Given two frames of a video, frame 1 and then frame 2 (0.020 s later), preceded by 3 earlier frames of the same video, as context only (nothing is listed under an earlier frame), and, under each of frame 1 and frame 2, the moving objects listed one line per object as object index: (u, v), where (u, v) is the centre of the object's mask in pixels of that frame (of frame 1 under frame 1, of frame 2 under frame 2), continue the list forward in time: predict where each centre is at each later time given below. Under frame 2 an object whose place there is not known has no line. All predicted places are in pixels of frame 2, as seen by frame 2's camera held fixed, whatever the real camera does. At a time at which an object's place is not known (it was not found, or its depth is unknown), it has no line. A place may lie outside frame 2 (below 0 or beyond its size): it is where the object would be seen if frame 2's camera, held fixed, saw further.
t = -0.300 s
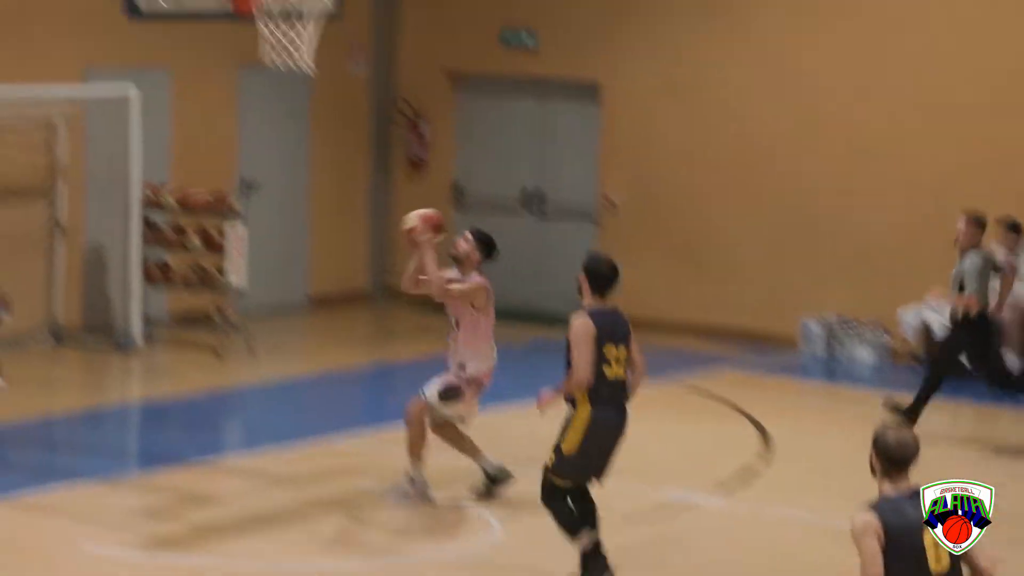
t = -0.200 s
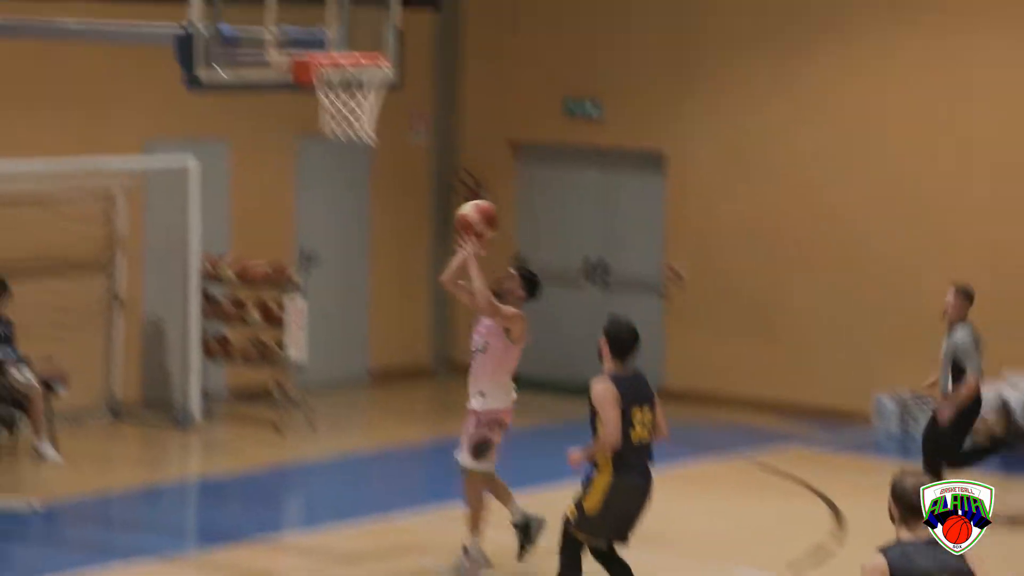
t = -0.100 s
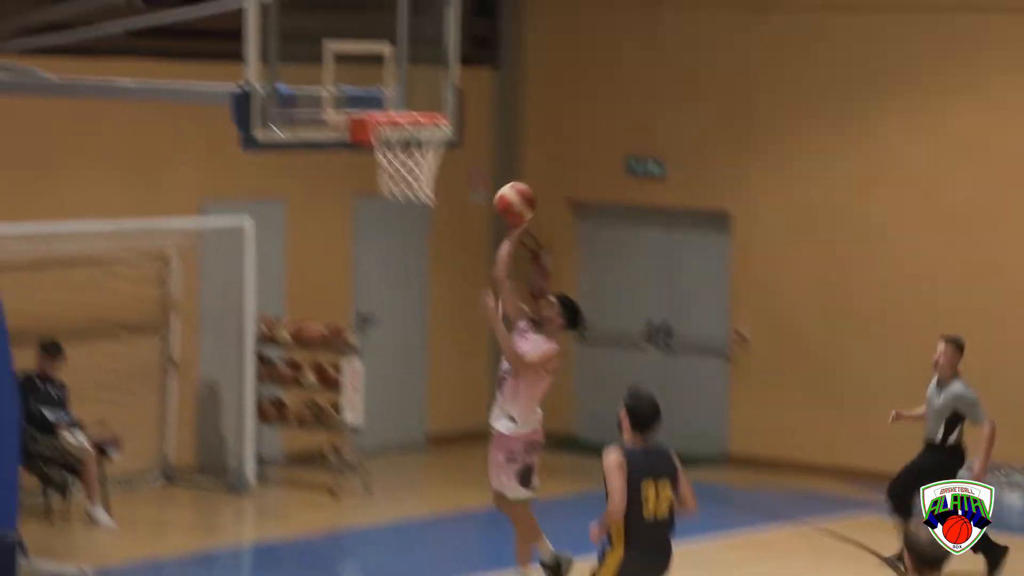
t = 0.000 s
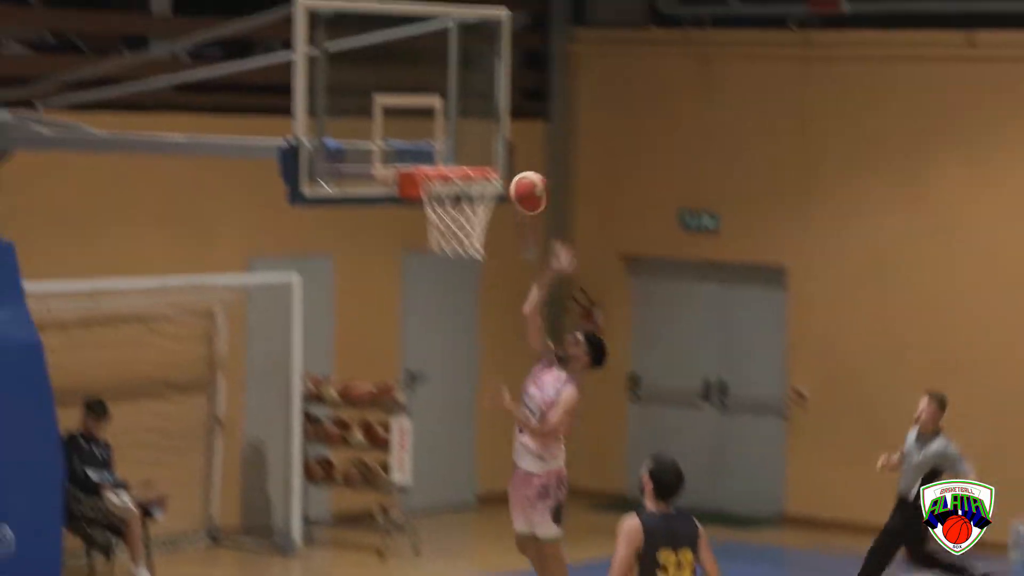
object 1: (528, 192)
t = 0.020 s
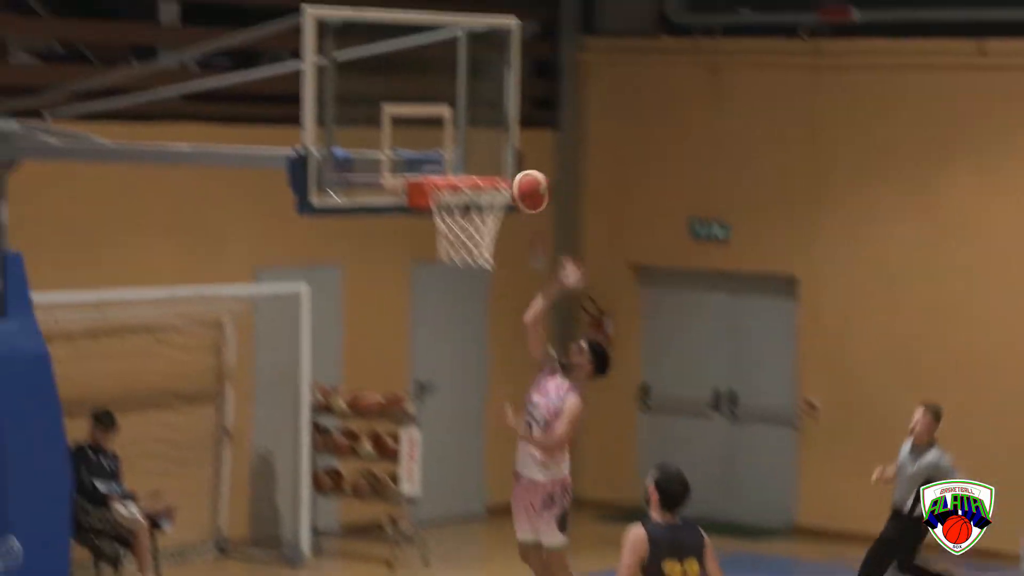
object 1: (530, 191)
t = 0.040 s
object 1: (523, 181)
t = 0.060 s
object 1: (515, 170)
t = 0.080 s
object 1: (507, 161)
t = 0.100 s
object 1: (498, 153)
